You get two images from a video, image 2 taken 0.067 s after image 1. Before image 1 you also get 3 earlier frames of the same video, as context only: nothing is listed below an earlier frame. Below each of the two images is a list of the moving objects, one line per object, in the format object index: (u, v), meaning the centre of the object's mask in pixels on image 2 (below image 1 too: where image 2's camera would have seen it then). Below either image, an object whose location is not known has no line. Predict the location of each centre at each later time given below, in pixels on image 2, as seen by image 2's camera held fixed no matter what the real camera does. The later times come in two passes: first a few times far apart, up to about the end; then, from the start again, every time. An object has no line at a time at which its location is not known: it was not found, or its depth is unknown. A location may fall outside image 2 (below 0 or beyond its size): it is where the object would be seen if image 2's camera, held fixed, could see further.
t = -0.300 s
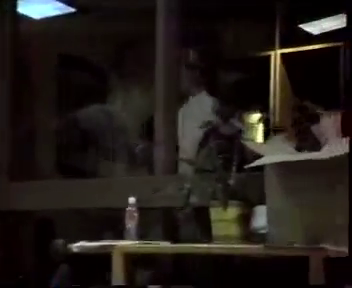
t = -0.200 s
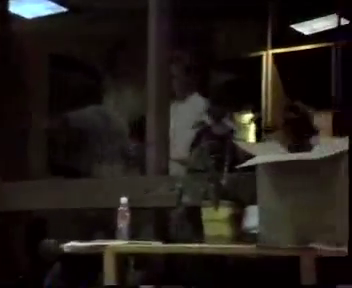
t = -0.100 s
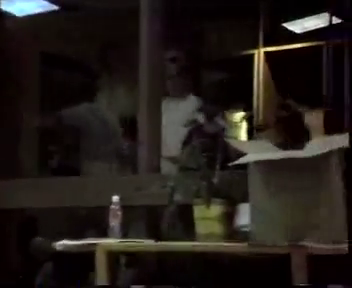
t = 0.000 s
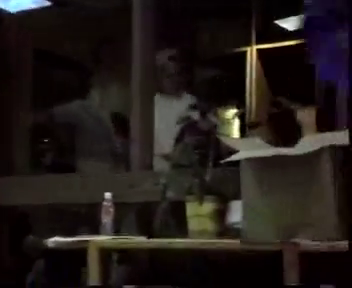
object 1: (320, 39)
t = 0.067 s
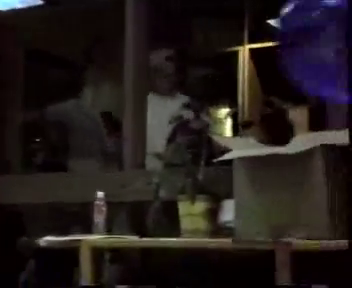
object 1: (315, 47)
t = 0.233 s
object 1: (309, 78)
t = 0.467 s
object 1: (294, 139)
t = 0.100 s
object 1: (314, 51)
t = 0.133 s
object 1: (313, 57)
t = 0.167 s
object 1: (312, 63)
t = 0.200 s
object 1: (311, 71)
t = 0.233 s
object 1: (309, 78)
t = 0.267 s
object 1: (308, 86)
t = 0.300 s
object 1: (305, 96)
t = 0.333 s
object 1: (301, 103)
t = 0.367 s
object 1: (298, 111)
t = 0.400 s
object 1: (296, 120)
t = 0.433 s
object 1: (295, 129)
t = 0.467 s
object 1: (294, 139)
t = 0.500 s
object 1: (293, 147)
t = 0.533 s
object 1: (292, 157)
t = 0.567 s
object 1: (290, 167)
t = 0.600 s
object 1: (290, 177)
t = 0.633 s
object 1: (289, 187)
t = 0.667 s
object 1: (290, 199)
